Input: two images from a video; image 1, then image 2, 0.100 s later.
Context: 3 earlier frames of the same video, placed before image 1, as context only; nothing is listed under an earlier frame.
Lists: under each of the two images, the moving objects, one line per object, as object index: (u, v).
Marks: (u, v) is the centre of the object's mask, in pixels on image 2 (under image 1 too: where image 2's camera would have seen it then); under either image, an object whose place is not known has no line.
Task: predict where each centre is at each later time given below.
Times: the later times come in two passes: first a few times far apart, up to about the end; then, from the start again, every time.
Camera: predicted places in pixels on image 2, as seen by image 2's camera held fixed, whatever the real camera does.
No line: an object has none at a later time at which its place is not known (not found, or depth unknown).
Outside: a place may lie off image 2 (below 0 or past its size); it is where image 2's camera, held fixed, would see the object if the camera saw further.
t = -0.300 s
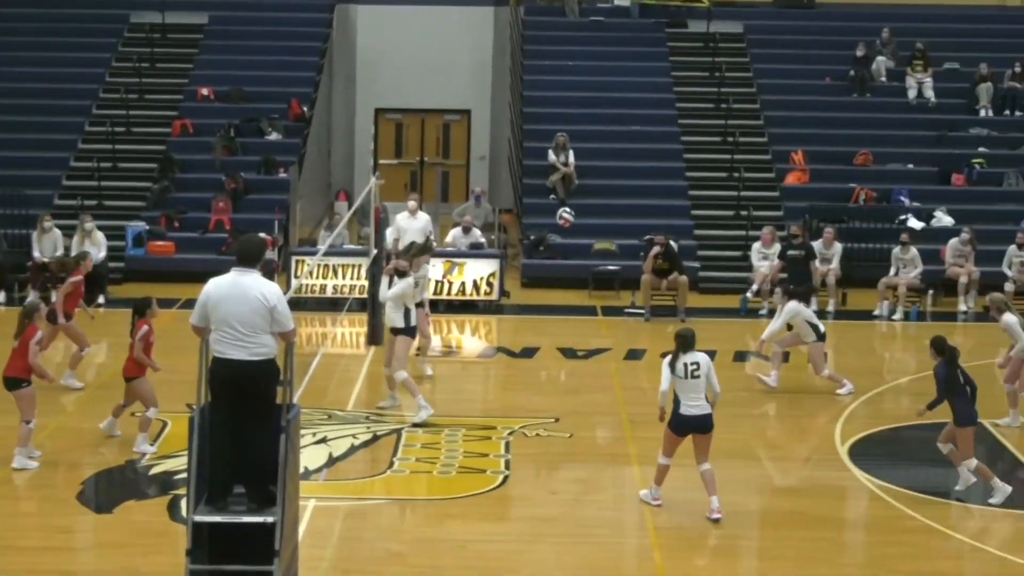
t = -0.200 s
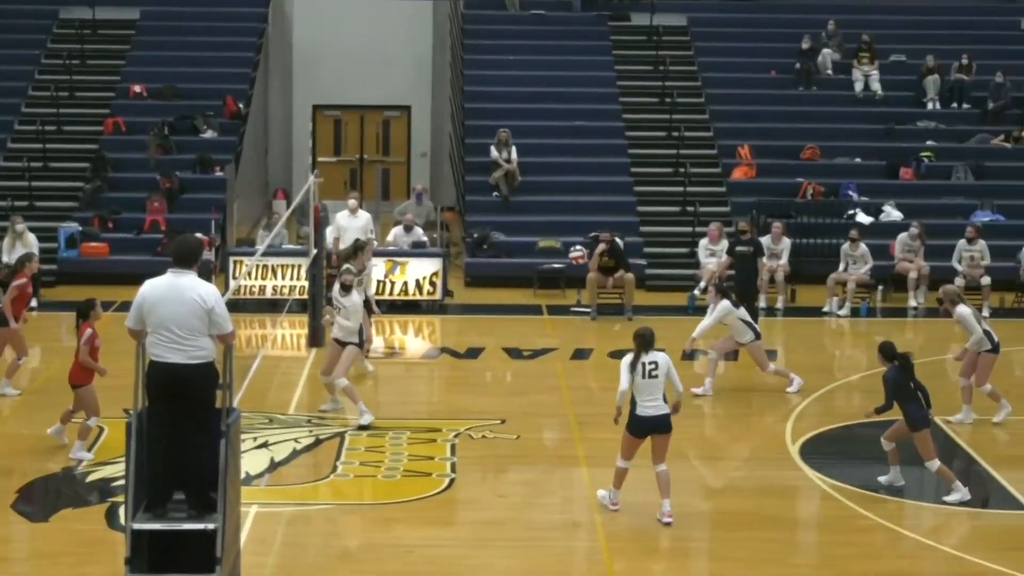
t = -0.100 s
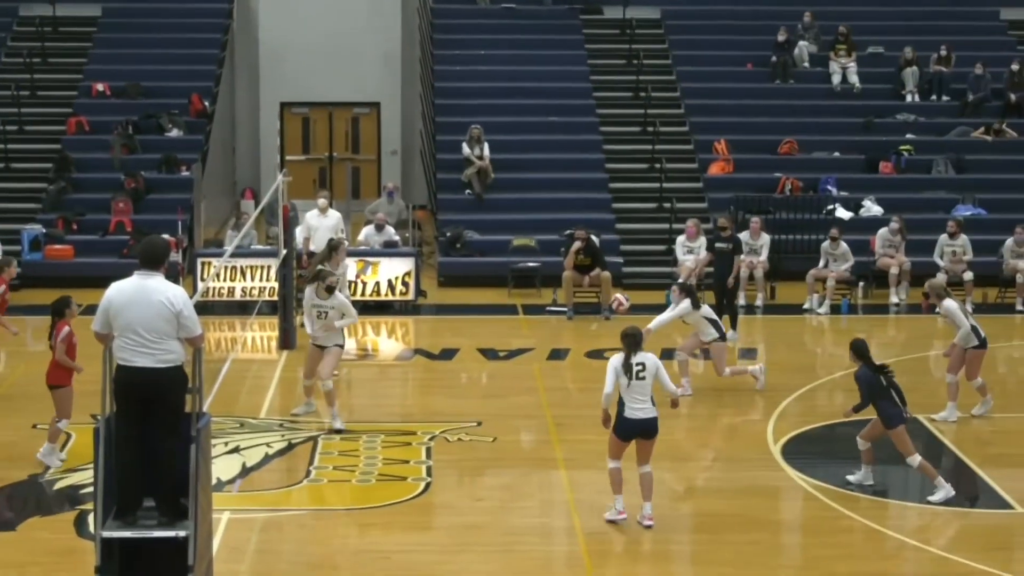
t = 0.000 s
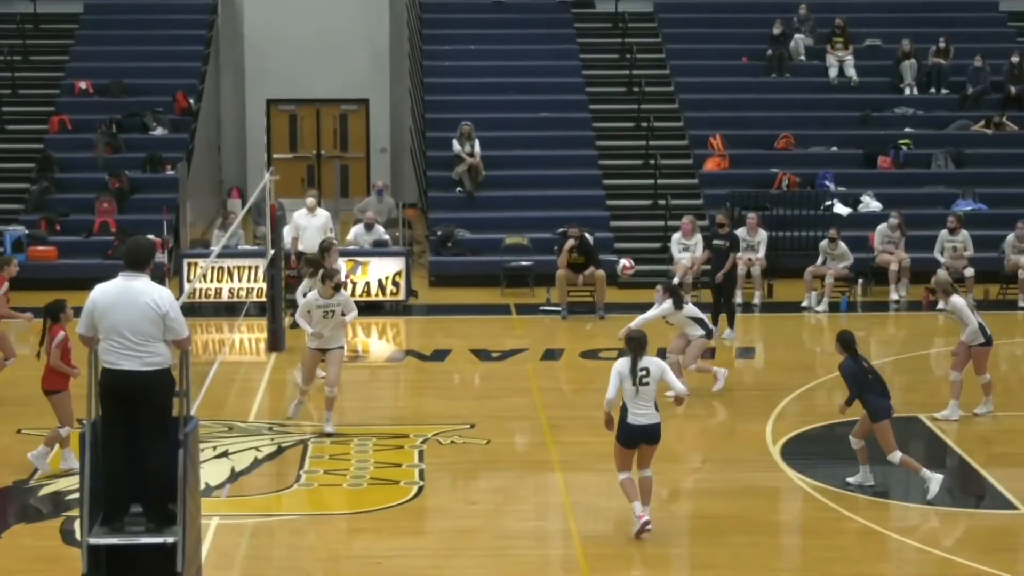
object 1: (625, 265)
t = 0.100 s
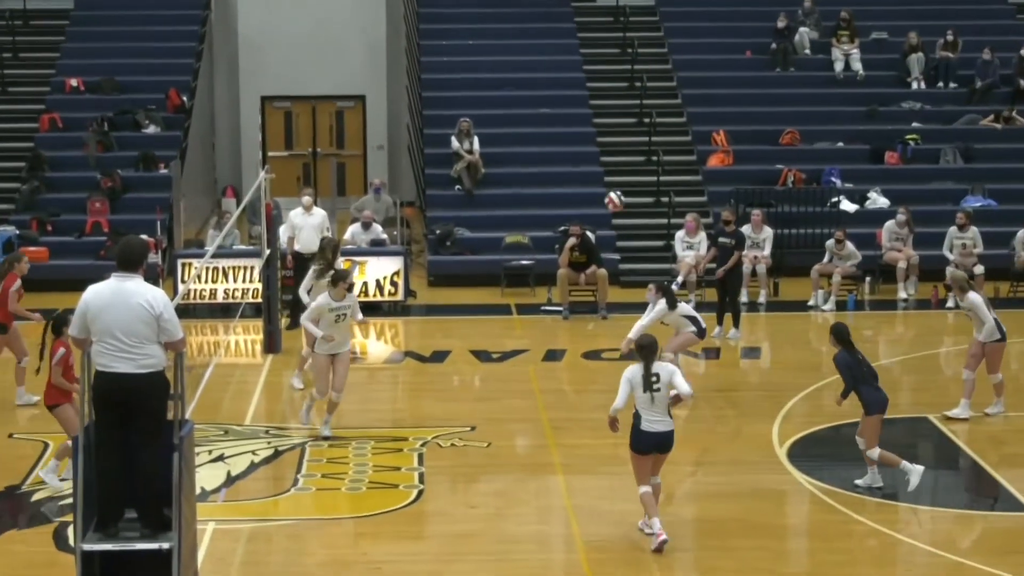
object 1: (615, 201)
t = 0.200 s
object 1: (605, 146)
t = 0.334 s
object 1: (592, 83)
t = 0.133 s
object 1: (611, 181)
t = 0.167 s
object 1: (608, 162)
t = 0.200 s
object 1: (605, 146)
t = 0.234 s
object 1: (602, 128)
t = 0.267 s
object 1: (598, 112)
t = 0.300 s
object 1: (595, 97)
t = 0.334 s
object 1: (592, 83)
